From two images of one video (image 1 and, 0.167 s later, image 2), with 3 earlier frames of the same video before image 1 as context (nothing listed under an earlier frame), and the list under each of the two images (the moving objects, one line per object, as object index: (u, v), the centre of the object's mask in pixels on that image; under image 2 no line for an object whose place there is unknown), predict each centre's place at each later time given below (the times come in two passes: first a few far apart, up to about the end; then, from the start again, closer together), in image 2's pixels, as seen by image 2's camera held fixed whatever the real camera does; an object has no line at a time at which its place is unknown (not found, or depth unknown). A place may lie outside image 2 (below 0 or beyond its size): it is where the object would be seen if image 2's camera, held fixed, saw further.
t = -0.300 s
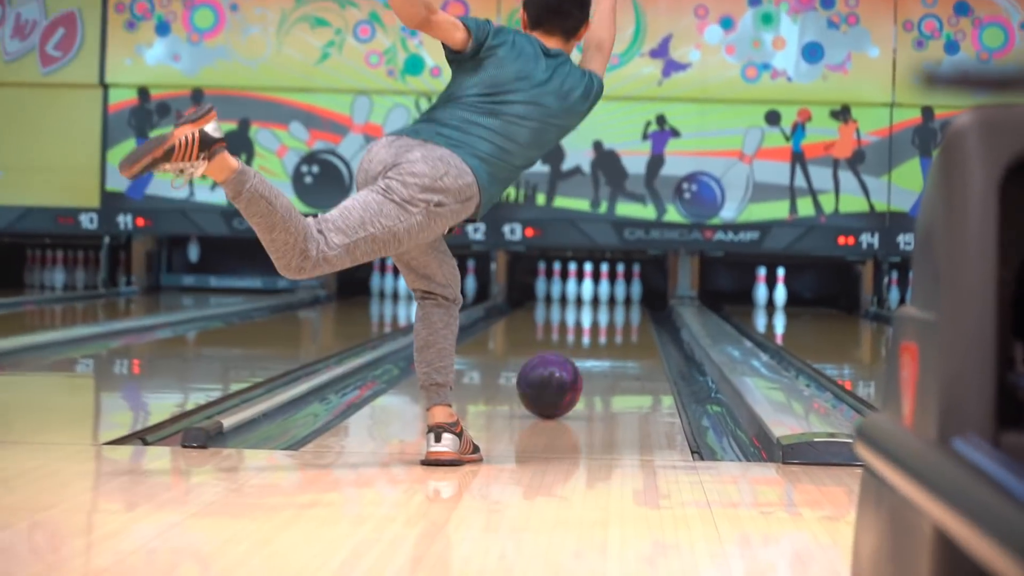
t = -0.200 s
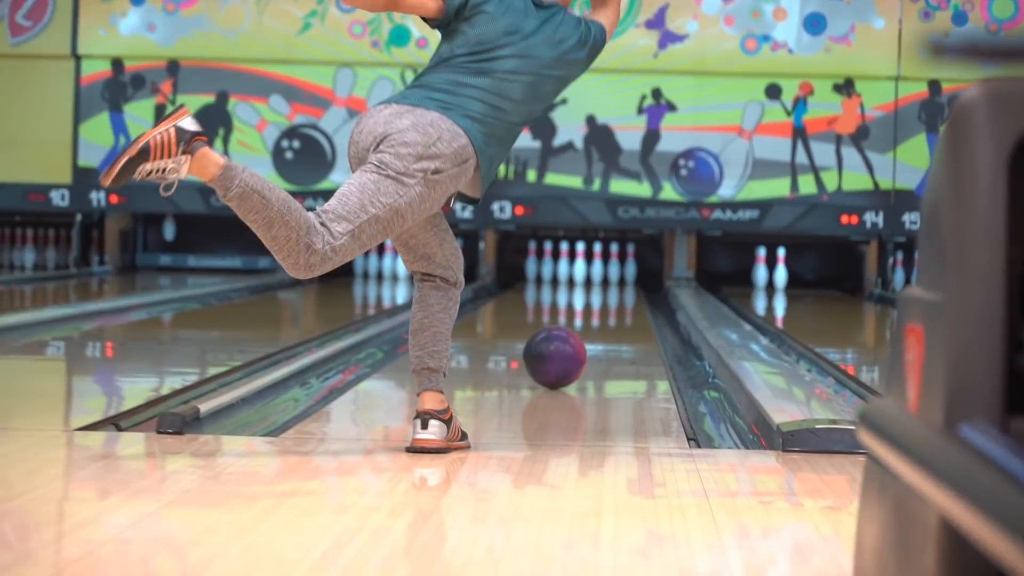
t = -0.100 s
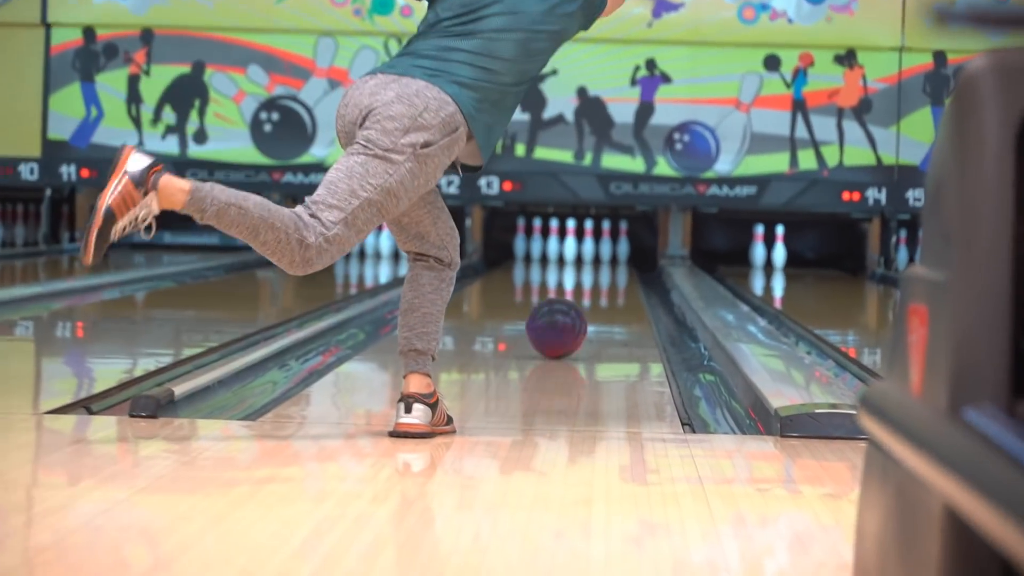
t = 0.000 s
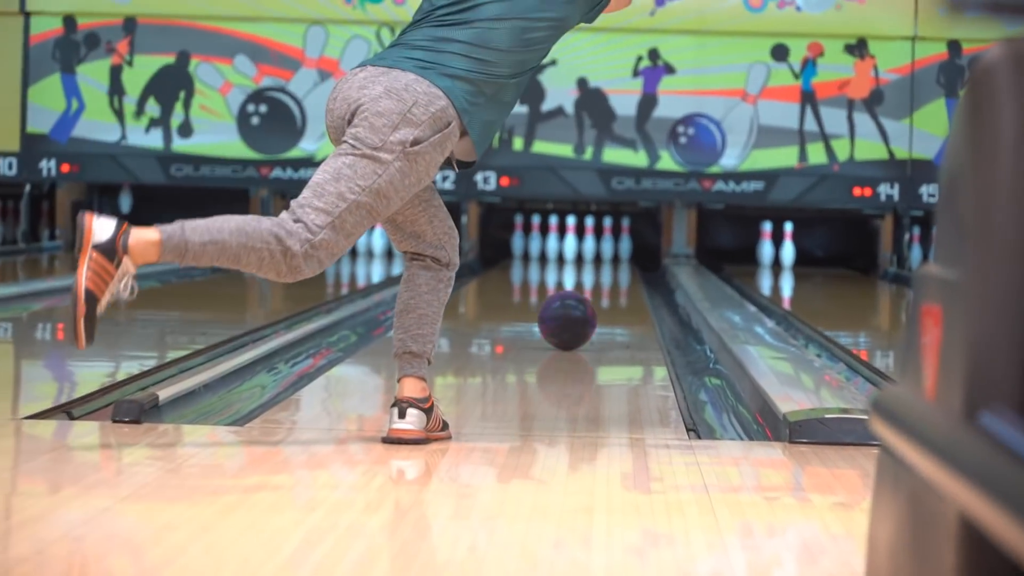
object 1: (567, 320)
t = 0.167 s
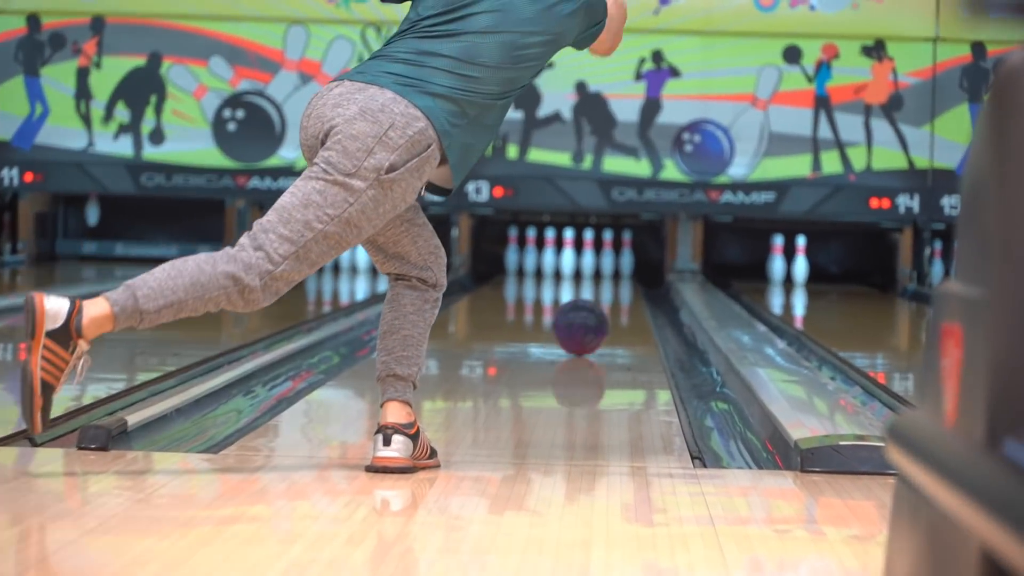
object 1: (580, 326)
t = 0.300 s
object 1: (589, 322)
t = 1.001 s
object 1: (612, 295)
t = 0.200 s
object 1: (582, 325)
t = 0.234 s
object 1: (585, 324)
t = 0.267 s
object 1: (587, 323)
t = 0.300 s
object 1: (589, 322)
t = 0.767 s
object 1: (611, 302)
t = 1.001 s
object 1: (612, 295)
